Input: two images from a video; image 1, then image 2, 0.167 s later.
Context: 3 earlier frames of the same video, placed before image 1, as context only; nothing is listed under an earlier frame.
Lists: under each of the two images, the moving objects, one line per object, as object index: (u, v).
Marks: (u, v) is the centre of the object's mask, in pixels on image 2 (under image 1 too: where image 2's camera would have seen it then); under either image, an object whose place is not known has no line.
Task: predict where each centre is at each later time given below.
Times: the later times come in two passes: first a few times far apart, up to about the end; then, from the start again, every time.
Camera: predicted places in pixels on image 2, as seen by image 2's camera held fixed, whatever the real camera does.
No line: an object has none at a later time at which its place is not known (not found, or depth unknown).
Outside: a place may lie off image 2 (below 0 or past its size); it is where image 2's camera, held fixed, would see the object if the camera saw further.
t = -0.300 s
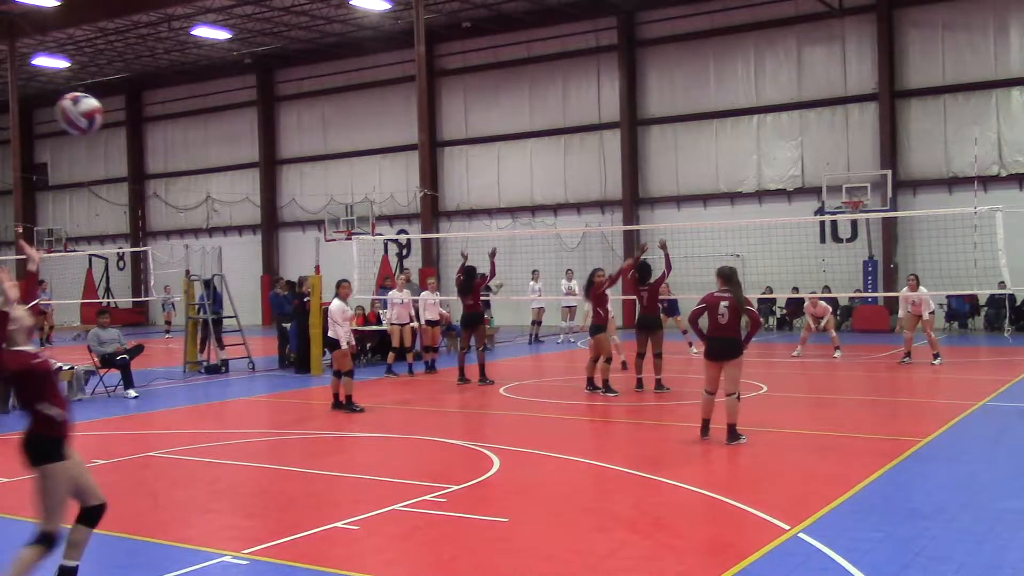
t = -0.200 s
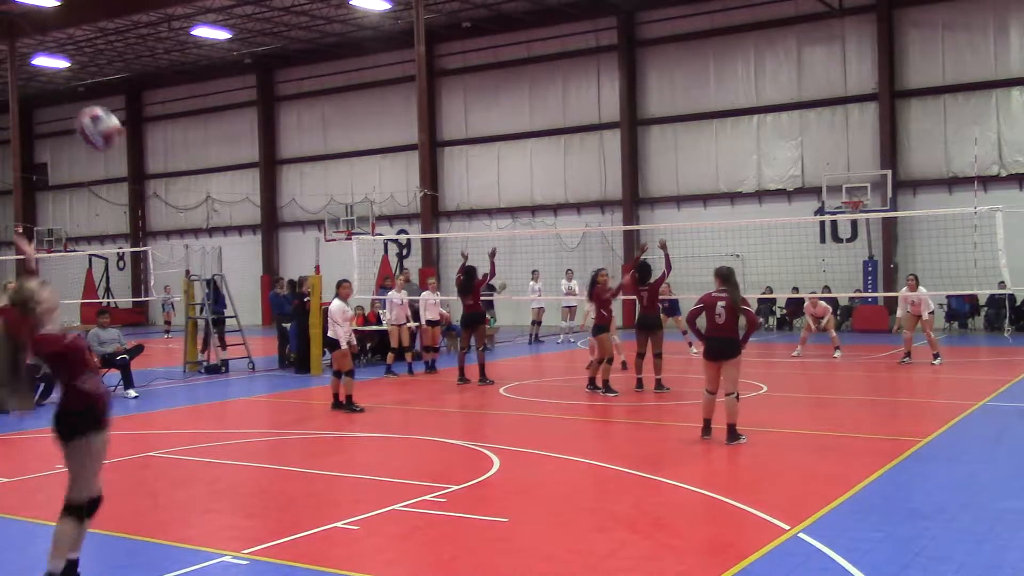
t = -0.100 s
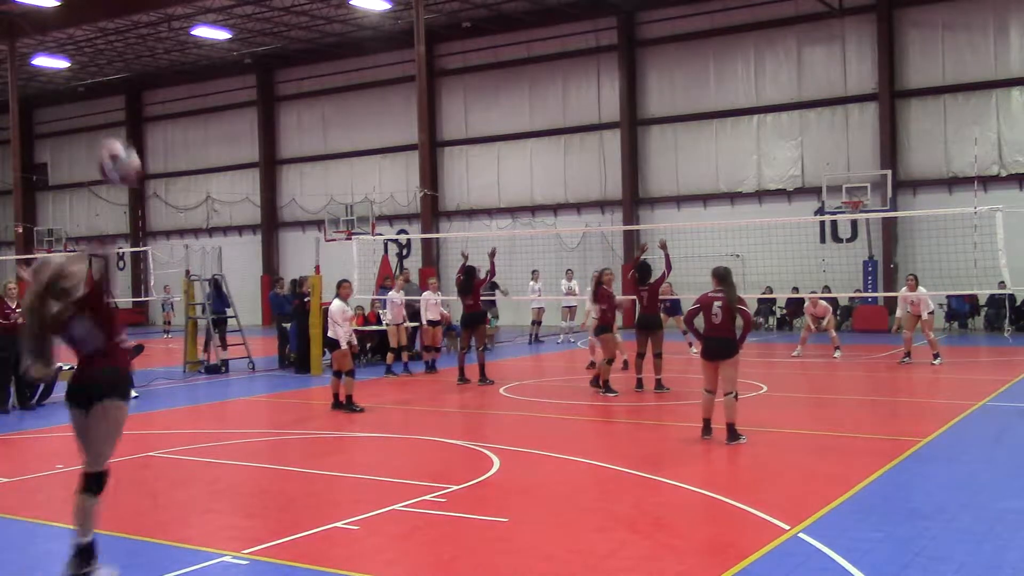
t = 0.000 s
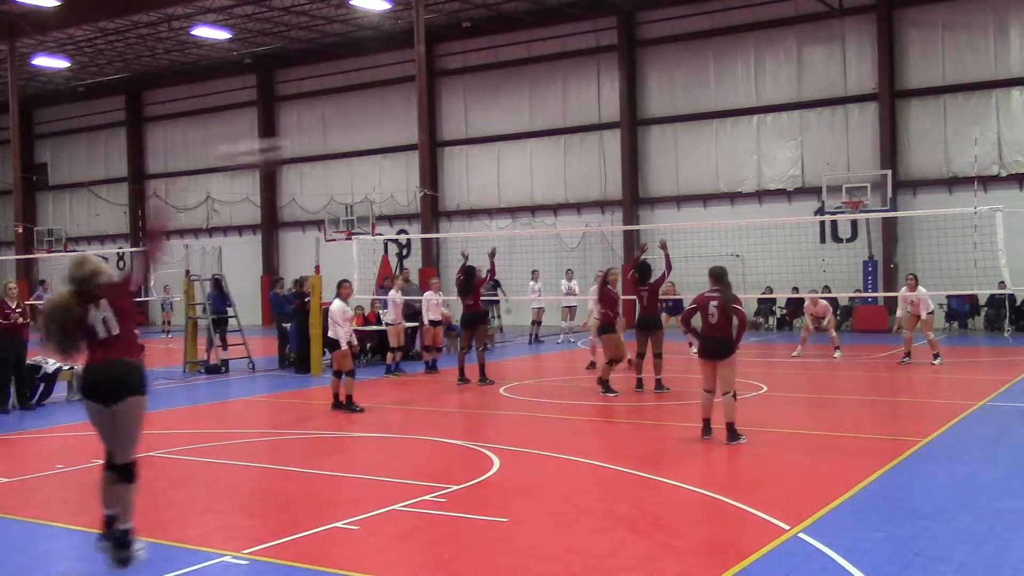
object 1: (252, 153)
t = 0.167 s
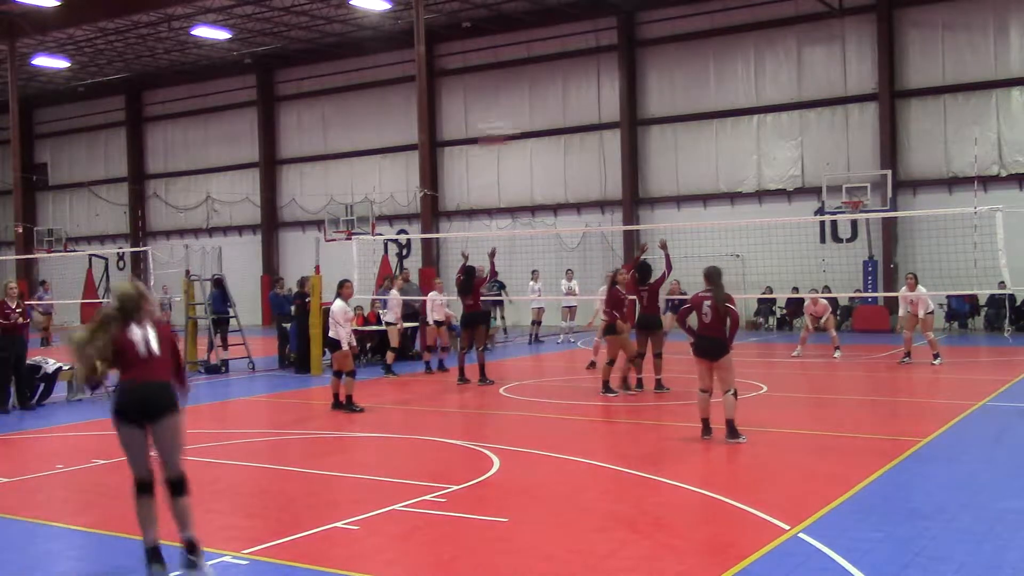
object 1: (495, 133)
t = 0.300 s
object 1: (611, 140)
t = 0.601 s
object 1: (758, 201)
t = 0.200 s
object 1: (529, 130)
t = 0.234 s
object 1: (559, 132)
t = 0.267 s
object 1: (585, 136)
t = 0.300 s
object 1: (611, 140)
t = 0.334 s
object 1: (634, 143)
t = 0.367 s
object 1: (653, 148)
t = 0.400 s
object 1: (673, 156)
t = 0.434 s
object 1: (689, 161)
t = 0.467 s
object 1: (704, 169)
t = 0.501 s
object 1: (718, 179)
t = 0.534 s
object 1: (731, 185)
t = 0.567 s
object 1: (746, 193)
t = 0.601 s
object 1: (758, 201)
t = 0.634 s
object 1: (767, 211)
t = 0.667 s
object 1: (779, 222)
